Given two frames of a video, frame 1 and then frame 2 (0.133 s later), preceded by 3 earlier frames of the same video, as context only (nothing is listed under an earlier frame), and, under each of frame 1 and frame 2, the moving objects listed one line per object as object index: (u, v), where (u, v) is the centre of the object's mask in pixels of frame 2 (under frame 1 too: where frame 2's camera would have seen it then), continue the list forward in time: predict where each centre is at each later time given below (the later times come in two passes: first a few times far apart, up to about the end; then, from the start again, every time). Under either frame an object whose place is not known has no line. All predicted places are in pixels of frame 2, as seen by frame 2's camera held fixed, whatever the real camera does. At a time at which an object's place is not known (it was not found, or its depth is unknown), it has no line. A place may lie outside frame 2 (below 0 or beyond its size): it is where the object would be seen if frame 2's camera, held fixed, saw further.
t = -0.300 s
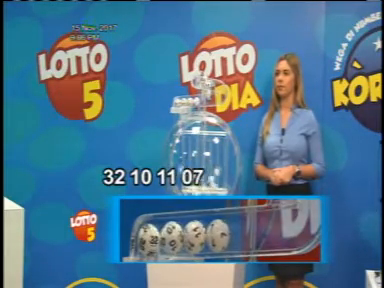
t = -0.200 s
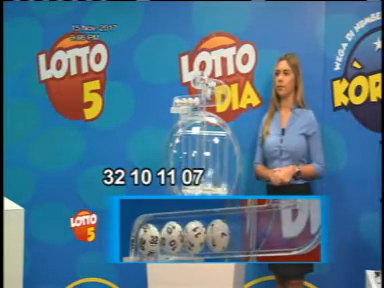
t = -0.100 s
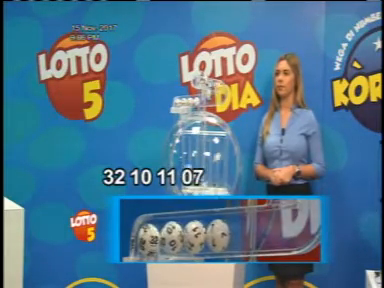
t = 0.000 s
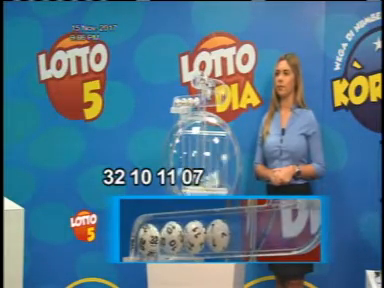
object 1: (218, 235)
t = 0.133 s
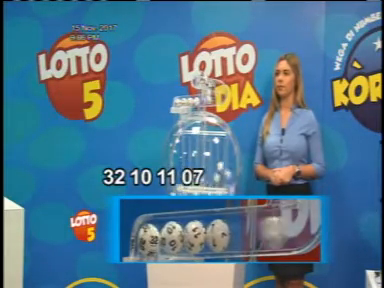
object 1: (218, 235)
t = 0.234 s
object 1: (218, 235)
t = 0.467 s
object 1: (228, 235)
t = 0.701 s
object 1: (227, 235)
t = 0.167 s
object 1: (218, 235)
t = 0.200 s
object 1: (218, 235)
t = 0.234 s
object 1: (218, 235)
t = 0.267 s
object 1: (220, 235)
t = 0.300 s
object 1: (222, 235)
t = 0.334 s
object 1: (223, 235)
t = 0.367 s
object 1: (224, 235)
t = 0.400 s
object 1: (226, 235)
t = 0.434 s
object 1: (227, 235)
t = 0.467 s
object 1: (228, 235)
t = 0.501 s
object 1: (228, 235)
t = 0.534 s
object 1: (228, 235)
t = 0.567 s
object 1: (228, 235)
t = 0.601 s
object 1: (228, 235)
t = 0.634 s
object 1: (228, 235)
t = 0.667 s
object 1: (227, 235)
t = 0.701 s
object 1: (227, 235)
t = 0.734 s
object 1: (226, 235)
